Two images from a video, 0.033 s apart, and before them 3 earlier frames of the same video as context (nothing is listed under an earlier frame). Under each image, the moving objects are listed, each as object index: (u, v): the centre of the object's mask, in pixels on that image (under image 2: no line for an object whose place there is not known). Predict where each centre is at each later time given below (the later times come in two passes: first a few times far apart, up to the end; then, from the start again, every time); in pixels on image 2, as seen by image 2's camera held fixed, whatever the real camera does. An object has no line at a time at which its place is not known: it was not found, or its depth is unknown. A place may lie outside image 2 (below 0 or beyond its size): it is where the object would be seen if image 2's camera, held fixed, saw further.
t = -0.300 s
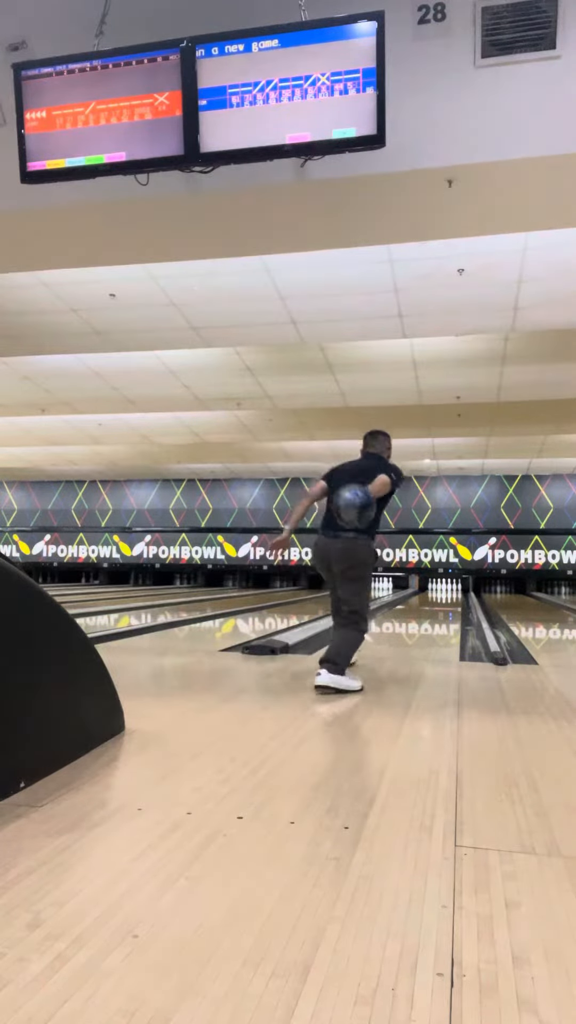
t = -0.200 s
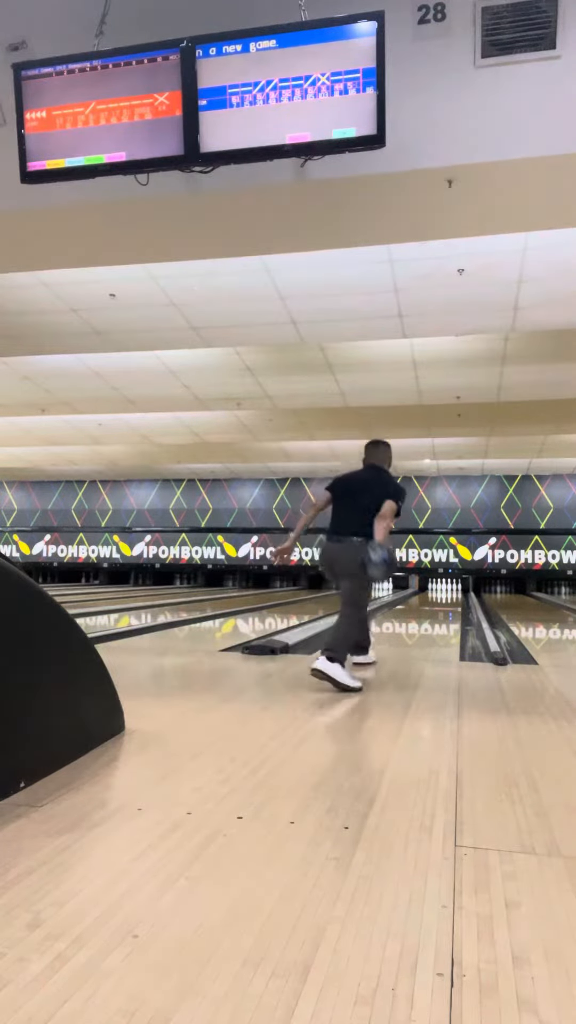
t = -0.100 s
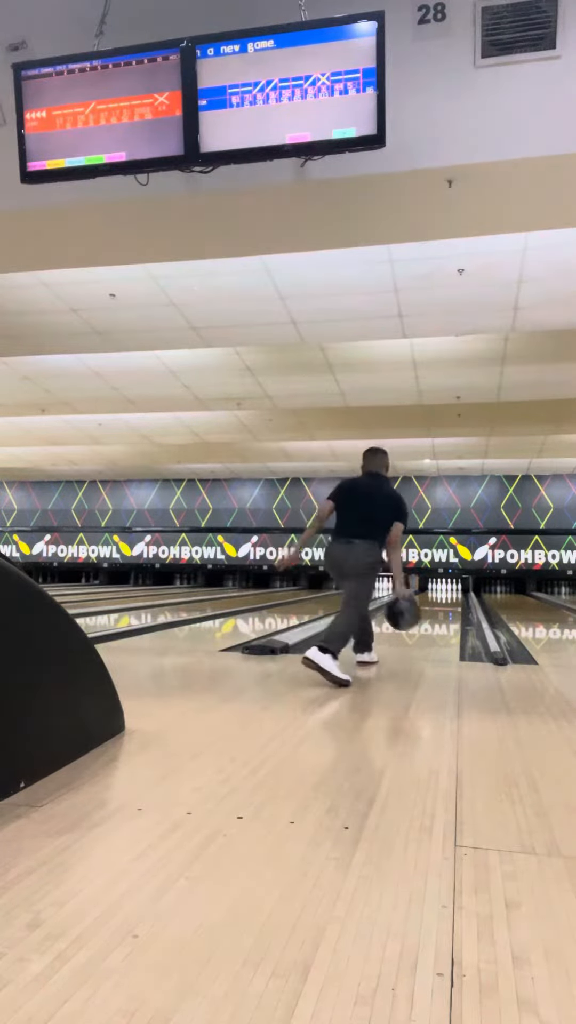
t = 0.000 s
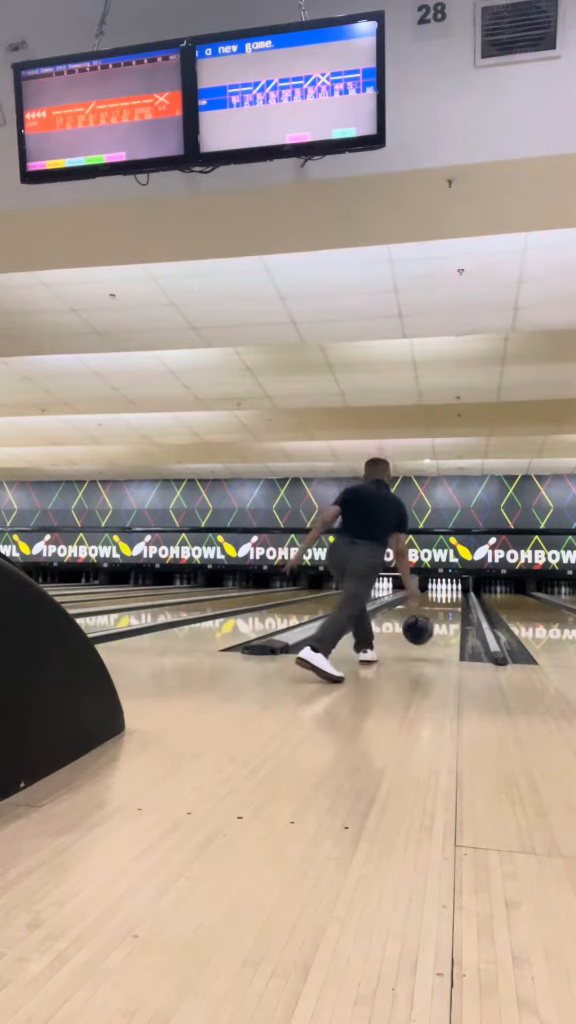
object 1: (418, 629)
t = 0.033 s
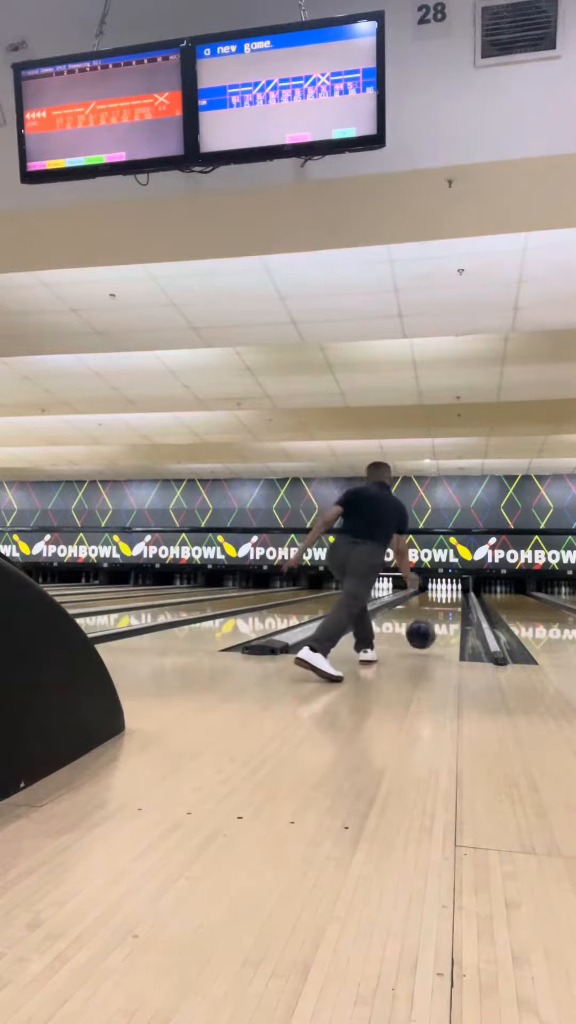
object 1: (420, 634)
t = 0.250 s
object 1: (434, 624)
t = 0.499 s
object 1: (444, 613)
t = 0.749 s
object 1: (449, 605)
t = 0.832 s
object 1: (450, 604)
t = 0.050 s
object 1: (422, 637)
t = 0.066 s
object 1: (423, 638)
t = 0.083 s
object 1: (424, 636)
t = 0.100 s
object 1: (426, 634)
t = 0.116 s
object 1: (427, 632)
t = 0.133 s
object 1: (428, 631)
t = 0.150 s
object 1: (429, 630)
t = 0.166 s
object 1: (430, 629)
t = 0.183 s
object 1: (431, 628)
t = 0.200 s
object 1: (432, 627)
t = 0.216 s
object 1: (433, 626)
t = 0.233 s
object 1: (434, 625)
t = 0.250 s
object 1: (434, 624)
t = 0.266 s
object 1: (435, 623)
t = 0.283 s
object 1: (436, 622)
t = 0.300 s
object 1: (437, 621)
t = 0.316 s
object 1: (438, 620)
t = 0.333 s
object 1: (438, 620)
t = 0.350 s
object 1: (439, 619)
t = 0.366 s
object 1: (439, 618)
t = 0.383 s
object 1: (440, 617)
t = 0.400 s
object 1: (440, 617)
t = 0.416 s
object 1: (440, 616)
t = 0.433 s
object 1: (441, 616)
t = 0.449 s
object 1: (443, 615)
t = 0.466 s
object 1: (443, 614)
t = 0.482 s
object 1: (443, 614)
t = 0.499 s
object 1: (444, 613)
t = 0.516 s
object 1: (444, 612)
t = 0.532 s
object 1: (445, 612)
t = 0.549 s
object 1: (445, 611)
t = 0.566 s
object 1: (445, 611)
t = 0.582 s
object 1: (445, 611)
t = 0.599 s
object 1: (446, 610)
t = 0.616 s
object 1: (446, 610)
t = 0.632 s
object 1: (447, 609)
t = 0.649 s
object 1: (447, 608)
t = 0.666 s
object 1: (447, 608)
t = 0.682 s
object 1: (447, 608)
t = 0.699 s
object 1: (448, 607)
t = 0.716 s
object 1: (448, 606)
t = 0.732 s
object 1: (449, 606)
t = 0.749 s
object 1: (449, 605)
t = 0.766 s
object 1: (449, 605)
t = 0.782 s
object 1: (449, 605)
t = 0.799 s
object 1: (449, 604)
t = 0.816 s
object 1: (450, 604)
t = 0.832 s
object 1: (450, 604)
